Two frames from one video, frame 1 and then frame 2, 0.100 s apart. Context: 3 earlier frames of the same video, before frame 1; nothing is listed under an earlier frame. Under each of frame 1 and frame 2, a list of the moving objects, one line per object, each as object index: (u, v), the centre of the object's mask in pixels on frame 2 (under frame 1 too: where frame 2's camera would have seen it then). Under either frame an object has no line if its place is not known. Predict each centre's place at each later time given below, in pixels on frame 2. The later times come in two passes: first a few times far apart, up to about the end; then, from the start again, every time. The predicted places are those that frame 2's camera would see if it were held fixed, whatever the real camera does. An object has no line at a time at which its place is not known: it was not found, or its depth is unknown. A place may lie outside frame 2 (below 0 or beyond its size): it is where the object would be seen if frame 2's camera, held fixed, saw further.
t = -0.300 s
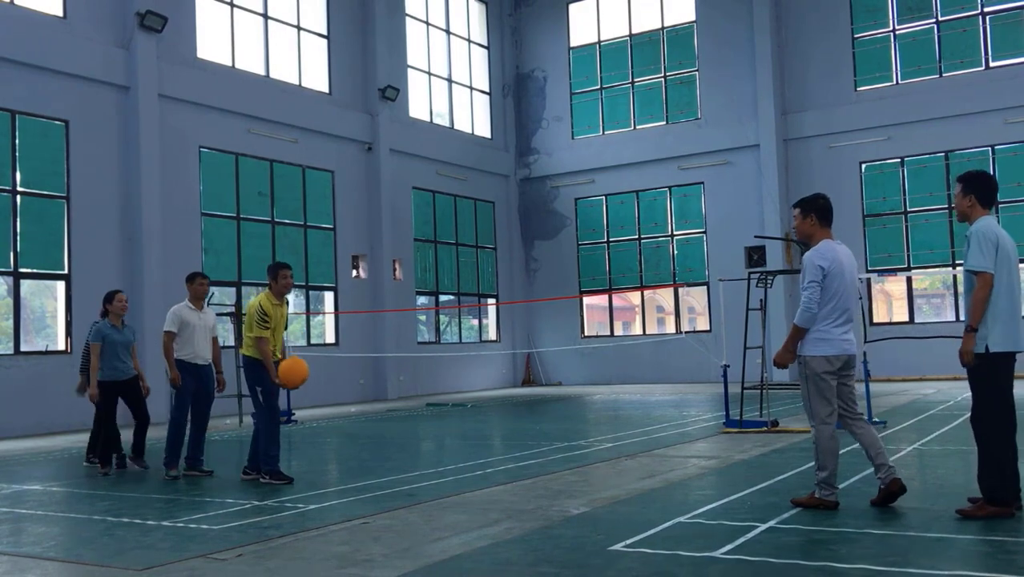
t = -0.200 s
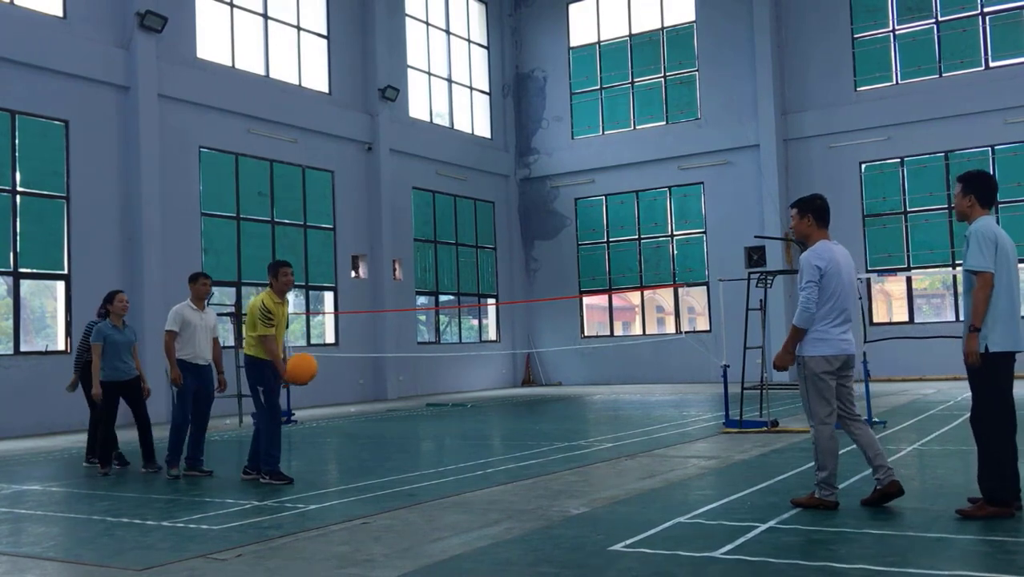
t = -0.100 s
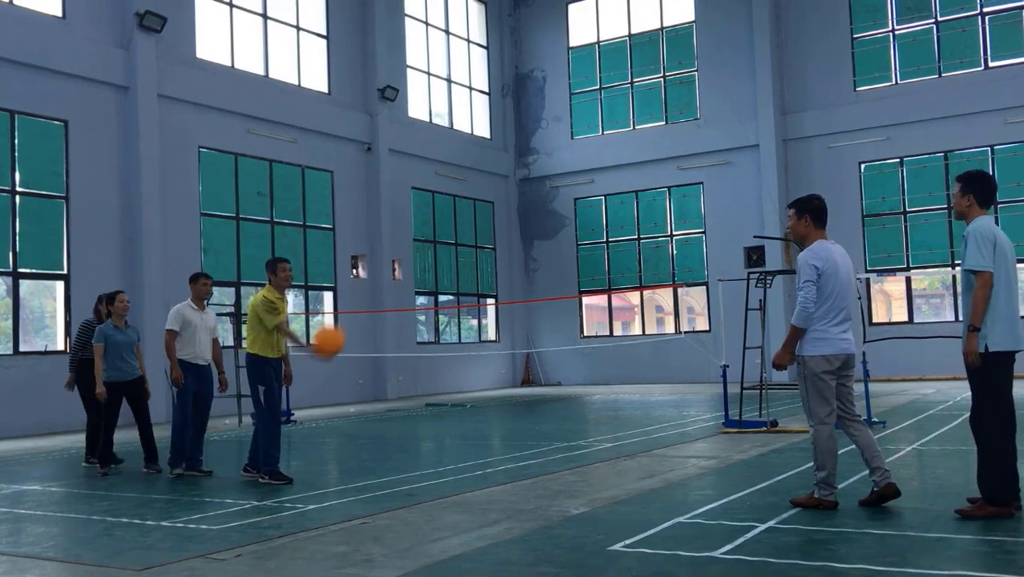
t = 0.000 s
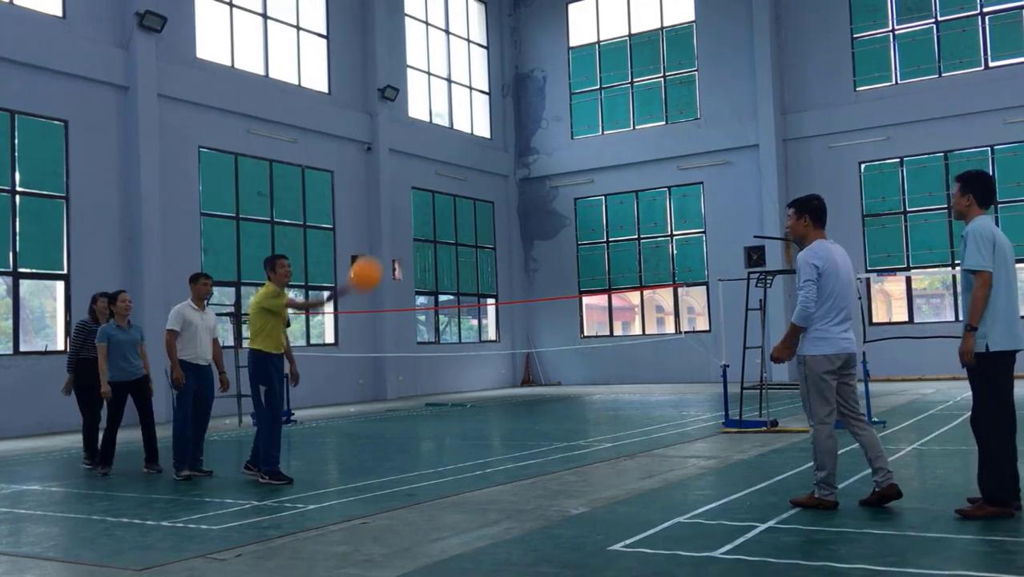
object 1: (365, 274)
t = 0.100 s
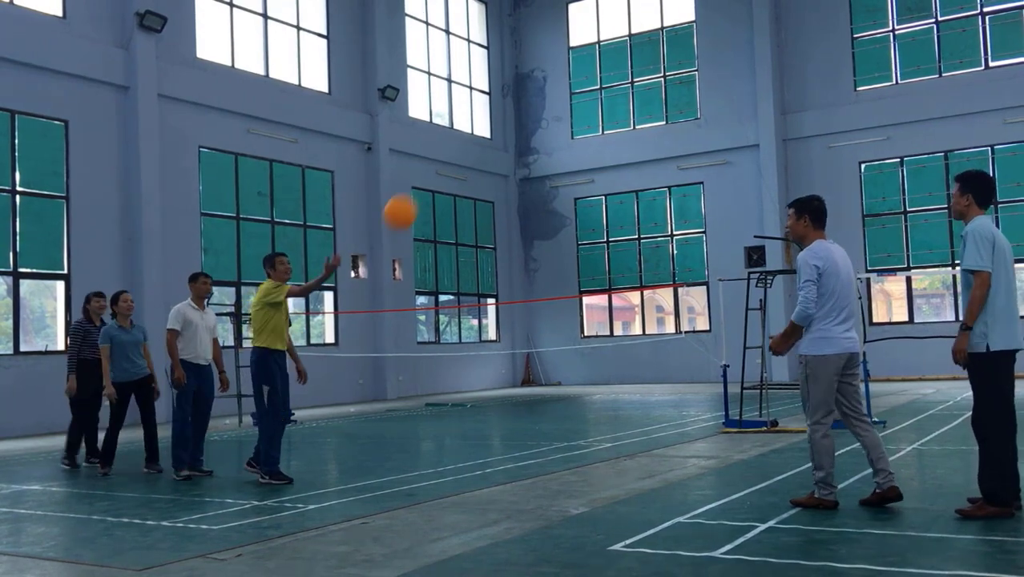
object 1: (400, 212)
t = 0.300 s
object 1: (472, 128)
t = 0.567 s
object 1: (576, 97)
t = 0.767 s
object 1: (663, 149)
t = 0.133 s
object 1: (412, 194)
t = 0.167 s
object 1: (423, 177)
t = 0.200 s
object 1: (435, 162)
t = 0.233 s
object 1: (447, 149)
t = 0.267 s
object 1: (459, 139)
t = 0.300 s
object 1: (472, 128)
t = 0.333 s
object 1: (487, 117)
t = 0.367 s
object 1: (498, 109)
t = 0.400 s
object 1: (511, 103)
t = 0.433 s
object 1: (523, 99)
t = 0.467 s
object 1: (536, 96)
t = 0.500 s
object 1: (548, 95)
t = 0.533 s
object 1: (562, 95)
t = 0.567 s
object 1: (576, 97)
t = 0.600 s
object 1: (591, 101)
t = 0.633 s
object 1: (605, 107)
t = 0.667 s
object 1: (619, 114)
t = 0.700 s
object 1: (634, 124)
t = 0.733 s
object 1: (649, 136)
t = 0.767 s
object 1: (663, 149)
